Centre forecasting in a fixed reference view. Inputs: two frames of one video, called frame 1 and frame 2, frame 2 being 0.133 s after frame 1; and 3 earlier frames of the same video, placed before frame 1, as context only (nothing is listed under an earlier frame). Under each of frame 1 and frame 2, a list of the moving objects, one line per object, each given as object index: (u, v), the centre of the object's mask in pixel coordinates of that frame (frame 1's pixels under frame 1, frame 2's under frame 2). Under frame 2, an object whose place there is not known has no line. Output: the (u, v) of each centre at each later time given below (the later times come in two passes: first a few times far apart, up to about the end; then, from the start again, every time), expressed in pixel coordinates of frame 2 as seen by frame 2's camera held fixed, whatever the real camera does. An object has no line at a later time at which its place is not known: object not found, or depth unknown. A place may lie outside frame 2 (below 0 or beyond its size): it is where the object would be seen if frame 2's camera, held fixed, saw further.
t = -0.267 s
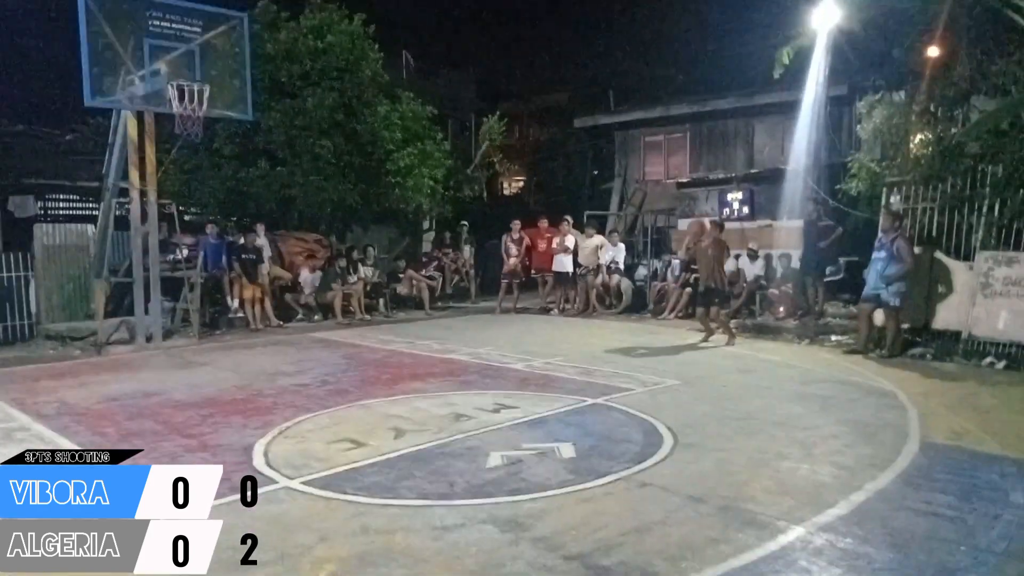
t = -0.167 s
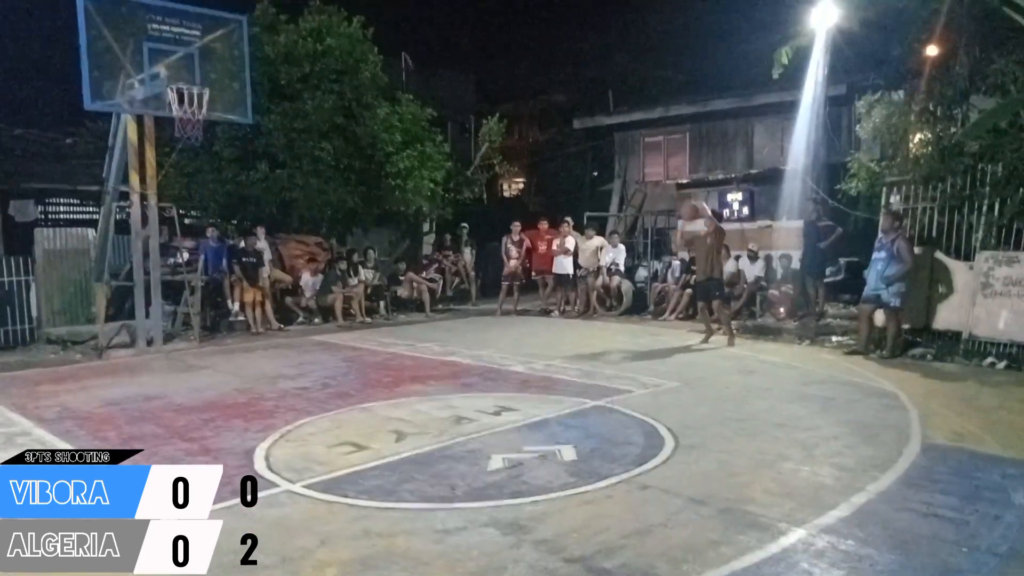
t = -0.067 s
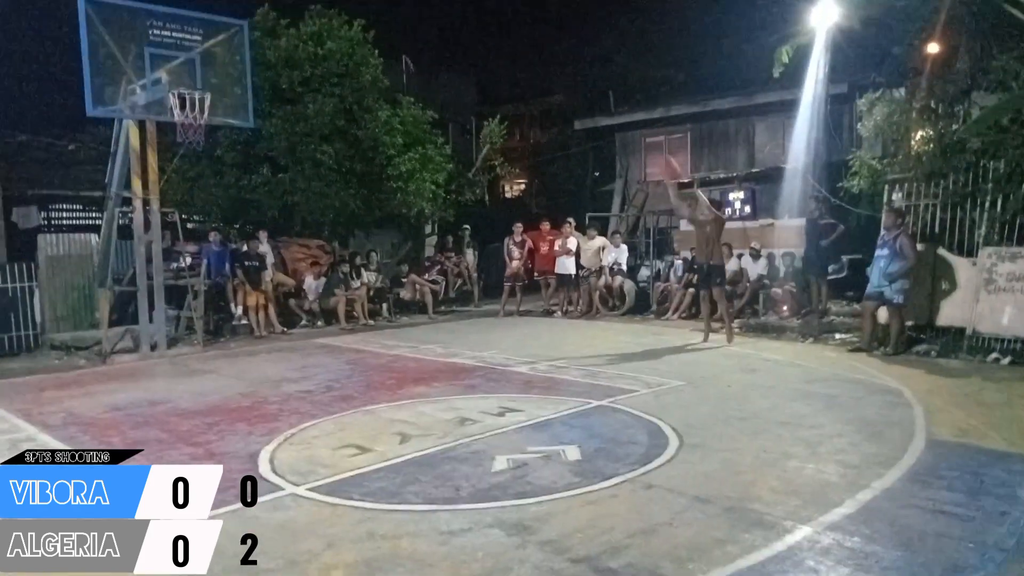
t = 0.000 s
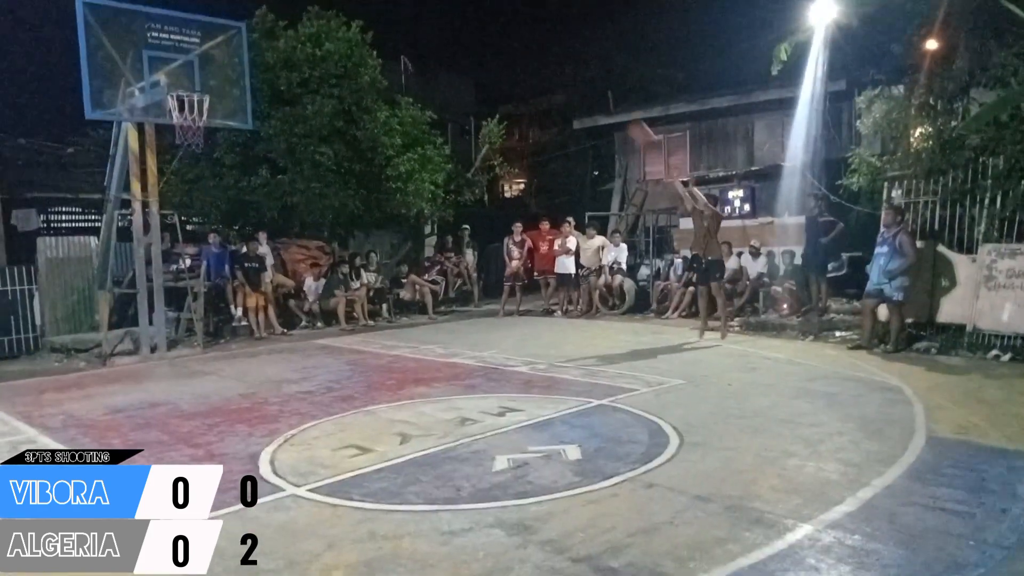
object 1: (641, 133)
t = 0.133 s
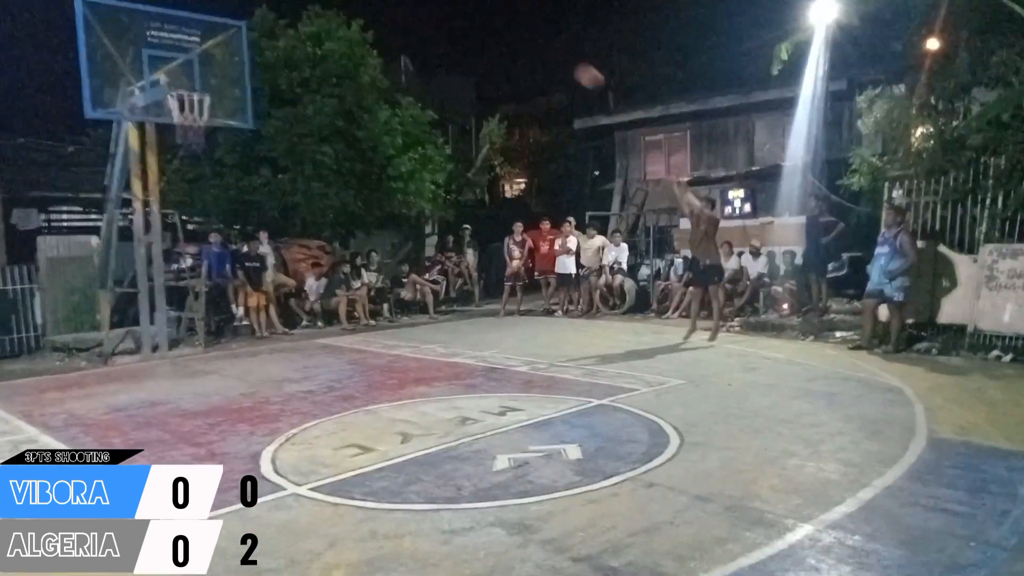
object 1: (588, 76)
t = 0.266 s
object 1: (533, 31)
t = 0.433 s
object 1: (463, -2)
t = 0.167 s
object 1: (575, 64)
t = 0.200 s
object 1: (560, 53)
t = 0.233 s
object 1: (547, 42)
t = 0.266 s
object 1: (533, 31)
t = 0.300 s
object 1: (519, 22)
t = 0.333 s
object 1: (506, 13)
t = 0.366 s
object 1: (491, 6)
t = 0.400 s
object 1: (477, 1)
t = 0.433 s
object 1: (463, -2)
